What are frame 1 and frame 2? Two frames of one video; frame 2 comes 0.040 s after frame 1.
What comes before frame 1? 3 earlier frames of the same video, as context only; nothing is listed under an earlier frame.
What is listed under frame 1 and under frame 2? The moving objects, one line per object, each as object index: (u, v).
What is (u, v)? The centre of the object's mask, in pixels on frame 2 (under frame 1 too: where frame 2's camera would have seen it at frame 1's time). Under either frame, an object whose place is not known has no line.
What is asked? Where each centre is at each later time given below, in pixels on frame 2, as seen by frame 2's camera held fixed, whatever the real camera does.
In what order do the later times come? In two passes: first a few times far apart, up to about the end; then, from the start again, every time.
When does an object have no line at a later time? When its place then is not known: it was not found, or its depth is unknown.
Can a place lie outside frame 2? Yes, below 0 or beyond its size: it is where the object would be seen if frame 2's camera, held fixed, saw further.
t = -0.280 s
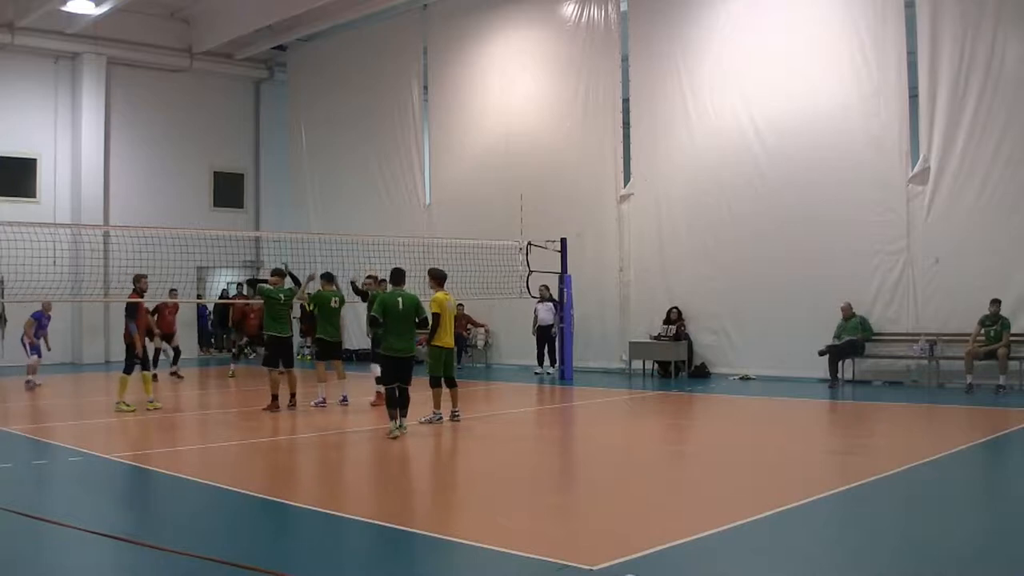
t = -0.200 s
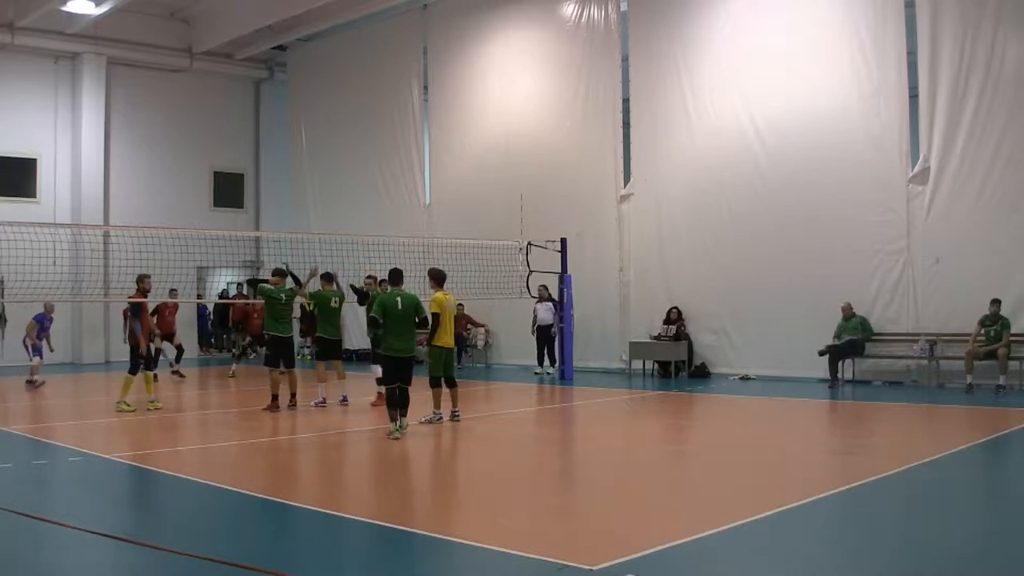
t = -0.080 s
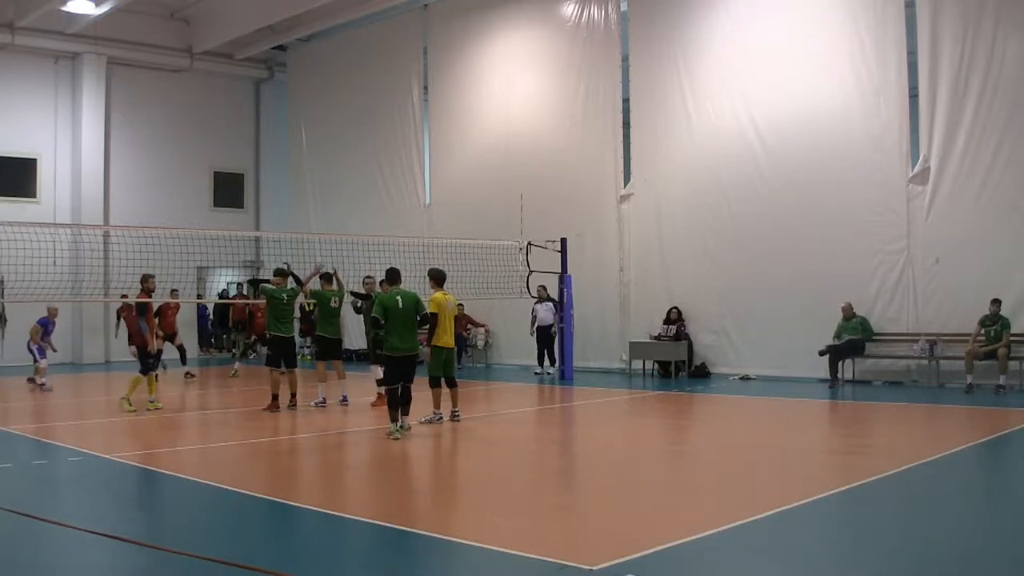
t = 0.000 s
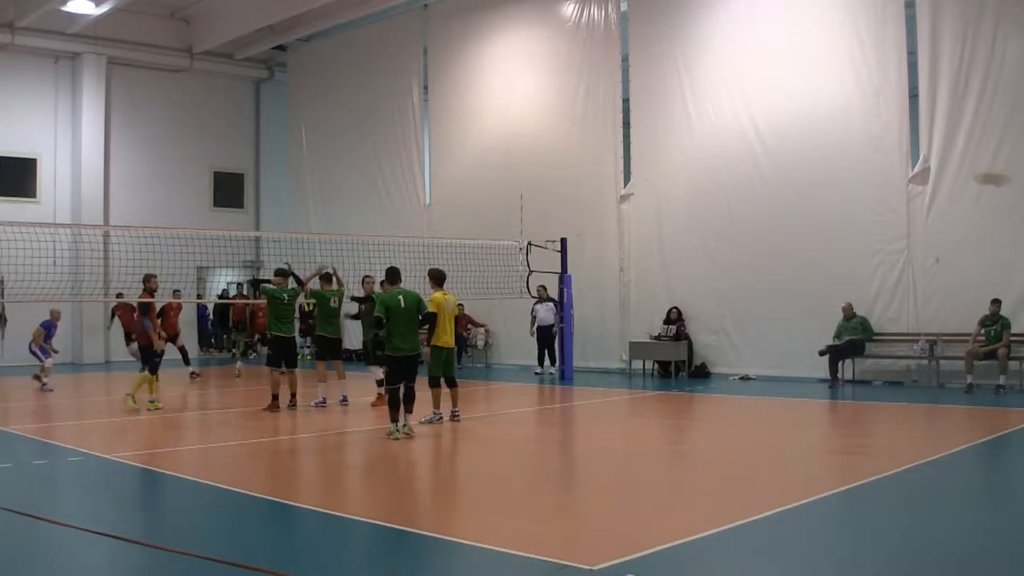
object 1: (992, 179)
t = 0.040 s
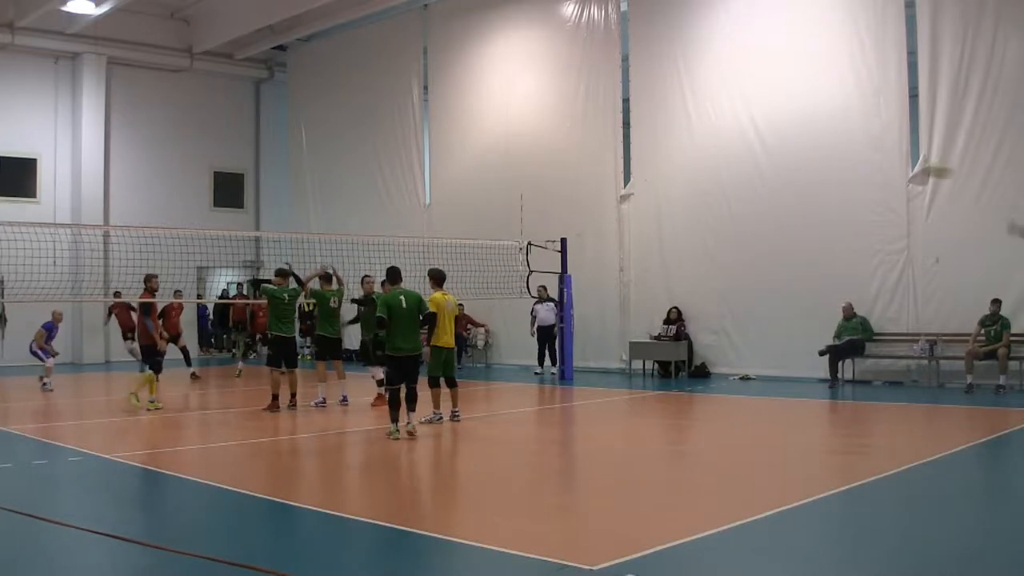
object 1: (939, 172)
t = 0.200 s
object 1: (744, 155)
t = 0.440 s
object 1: (527, 170)
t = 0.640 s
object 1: (395, 209)
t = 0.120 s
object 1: (834, 161)
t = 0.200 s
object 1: (744, 155)
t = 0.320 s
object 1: (626, 157)
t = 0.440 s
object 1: (527, 170)
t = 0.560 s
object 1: (445, 191)
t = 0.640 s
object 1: (395, 209)
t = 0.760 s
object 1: (330, 241)
